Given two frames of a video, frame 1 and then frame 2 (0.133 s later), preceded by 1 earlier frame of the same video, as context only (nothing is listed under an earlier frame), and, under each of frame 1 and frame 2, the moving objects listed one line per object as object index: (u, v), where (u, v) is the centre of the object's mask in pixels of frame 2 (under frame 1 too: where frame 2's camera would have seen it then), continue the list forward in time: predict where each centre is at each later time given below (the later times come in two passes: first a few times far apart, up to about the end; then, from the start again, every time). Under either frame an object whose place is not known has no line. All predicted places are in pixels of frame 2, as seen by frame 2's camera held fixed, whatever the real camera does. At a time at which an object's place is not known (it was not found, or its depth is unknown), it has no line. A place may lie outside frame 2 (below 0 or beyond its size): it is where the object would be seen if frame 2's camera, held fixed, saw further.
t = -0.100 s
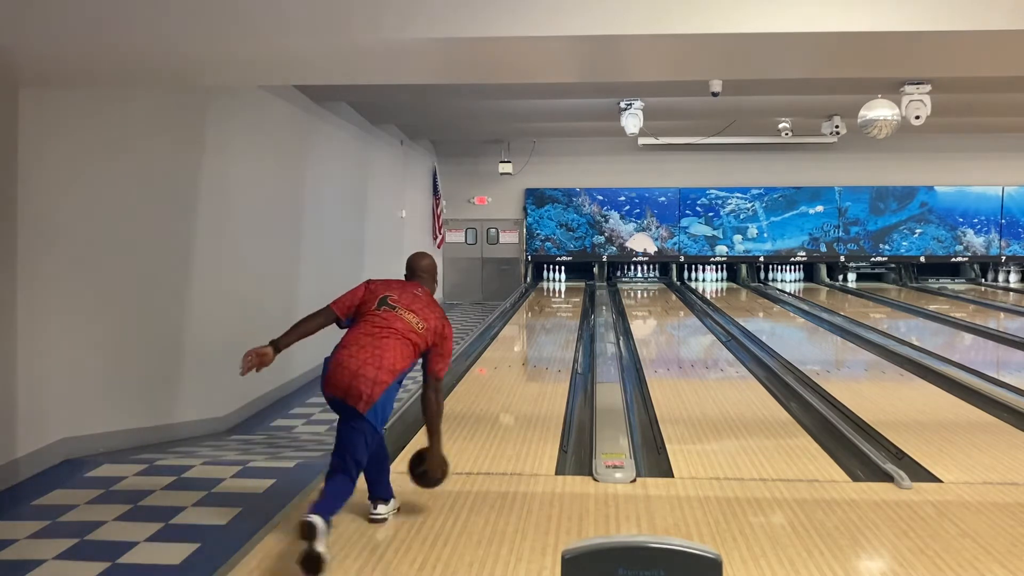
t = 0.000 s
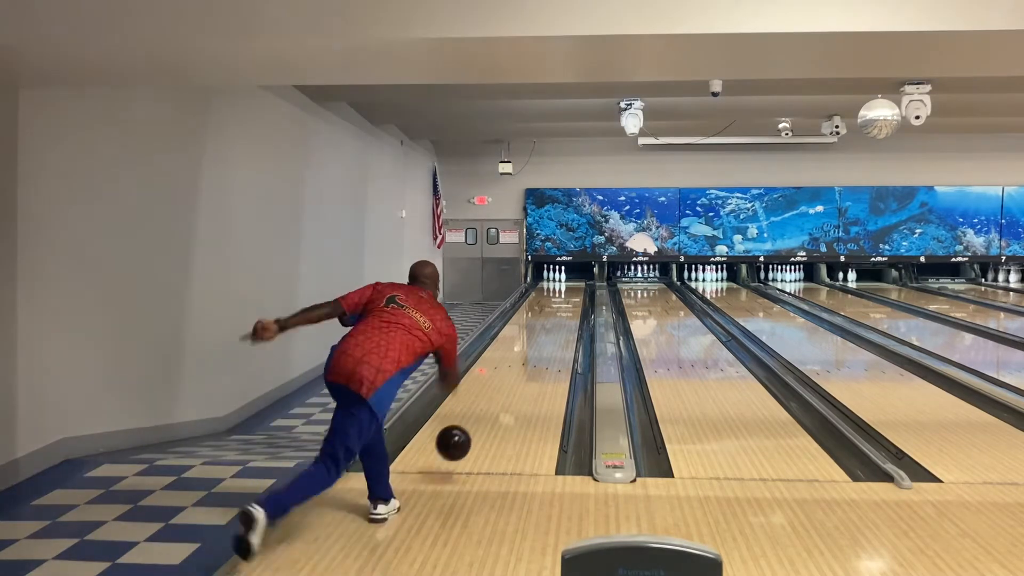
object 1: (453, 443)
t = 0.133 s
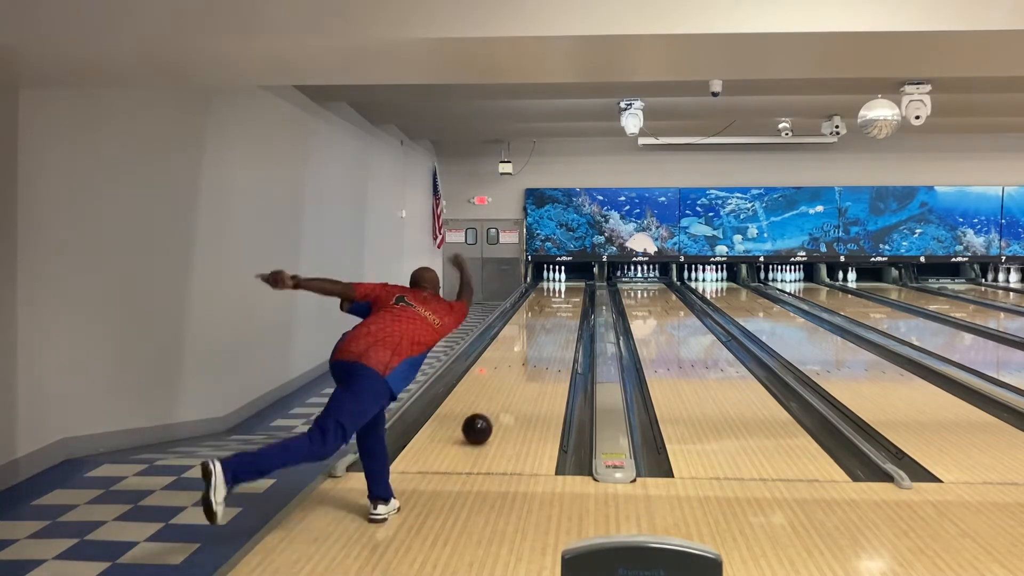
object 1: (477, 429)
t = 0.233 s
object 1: (491, 409)
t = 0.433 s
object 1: (511, 378)
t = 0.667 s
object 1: (528, 352)
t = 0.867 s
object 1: (538, 336)
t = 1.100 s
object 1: (548, 321)
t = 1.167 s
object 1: (550, 317)
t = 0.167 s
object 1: (482, 421)
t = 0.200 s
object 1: (486, 415)
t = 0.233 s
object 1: (491, 409)
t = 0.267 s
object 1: (495, 403)
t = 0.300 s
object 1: (498, 397)
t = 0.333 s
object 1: (502, 392)
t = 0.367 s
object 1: (505, 387)
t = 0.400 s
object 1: (508, 382)
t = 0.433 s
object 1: (511, 378)
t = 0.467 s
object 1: (513, 376)
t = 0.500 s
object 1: (519, 369)
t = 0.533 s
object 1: (519, 365)
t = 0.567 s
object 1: (521, 362)
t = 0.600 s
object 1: (524, 358)
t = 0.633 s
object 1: (526, 355)
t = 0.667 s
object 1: (528, 352)
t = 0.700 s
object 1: (530, 349)
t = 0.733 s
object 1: (531, 346)
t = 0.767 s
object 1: (534, 344)
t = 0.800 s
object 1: (535, 341)
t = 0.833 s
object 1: (537, 338)
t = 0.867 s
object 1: (538, 336)
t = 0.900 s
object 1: (540, 334)
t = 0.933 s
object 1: (541, 331)
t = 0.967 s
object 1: (543, 329)
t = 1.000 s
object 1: (544, 327)
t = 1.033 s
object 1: (545, 325)
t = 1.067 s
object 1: (546, 323)
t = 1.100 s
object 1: (548, 321)
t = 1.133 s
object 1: (549, 319)
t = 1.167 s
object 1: (550, 317)
